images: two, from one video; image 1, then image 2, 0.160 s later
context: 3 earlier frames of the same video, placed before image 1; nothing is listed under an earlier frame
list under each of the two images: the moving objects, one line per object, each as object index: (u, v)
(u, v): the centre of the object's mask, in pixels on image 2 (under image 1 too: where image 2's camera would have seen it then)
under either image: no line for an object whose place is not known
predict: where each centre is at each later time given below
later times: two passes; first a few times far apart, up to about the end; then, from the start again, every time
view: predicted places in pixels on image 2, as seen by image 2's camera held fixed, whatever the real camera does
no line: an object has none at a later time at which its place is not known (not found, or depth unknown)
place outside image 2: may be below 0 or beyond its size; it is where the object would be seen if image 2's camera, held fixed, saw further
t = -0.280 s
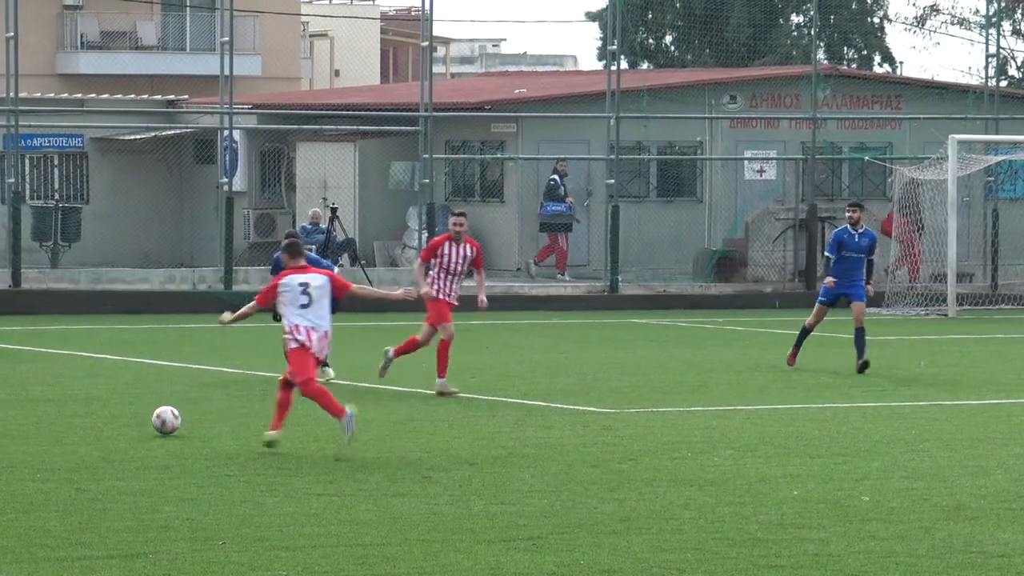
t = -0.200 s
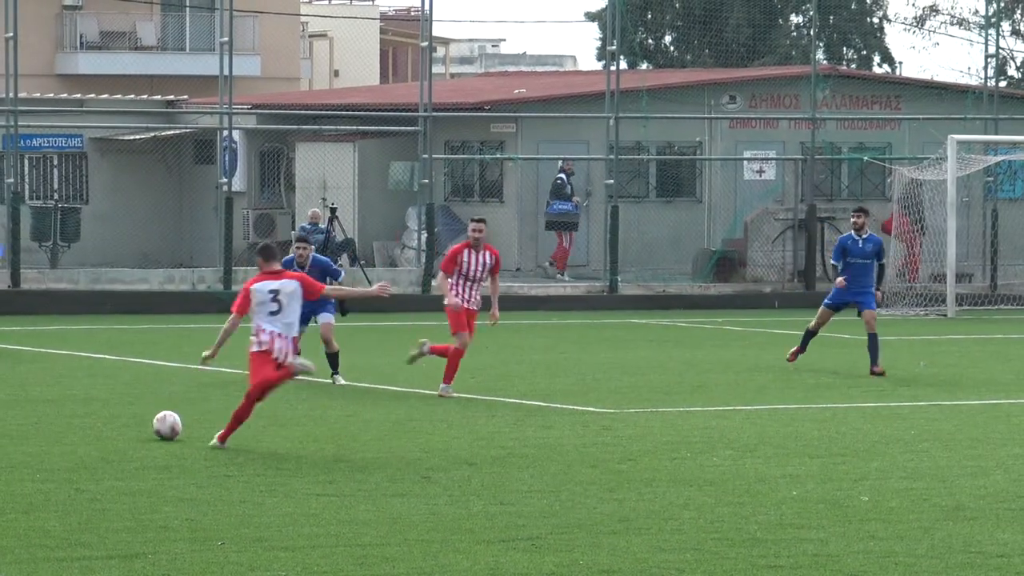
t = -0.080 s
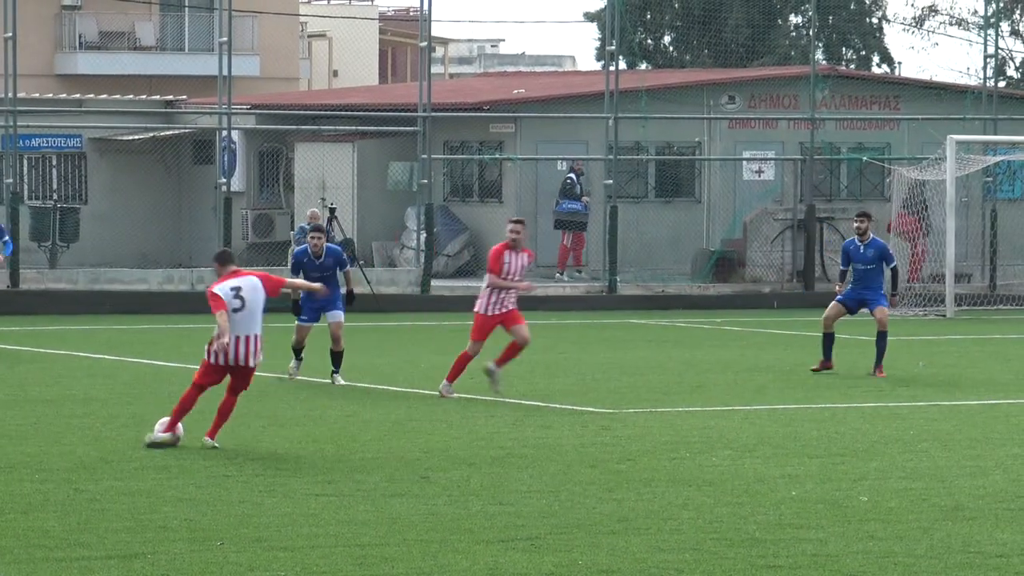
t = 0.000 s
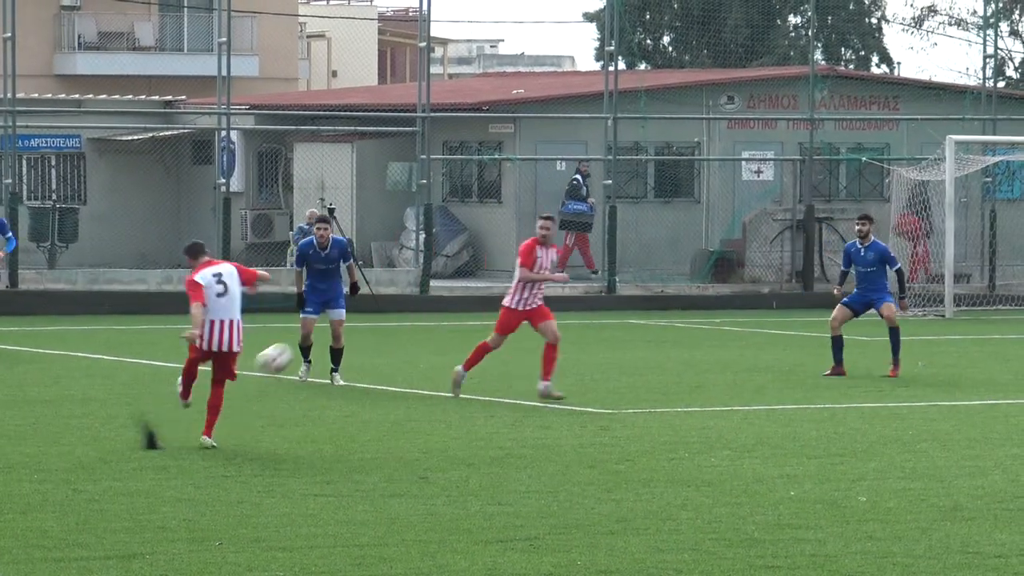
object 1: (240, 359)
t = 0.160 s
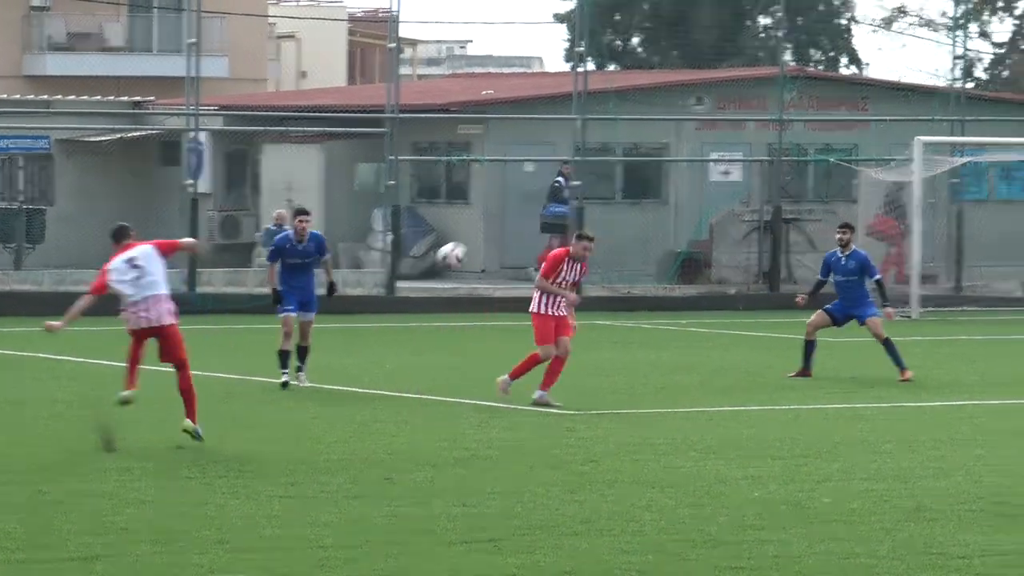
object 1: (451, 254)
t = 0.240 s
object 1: (547, 224)
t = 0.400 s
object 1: (716, 193)
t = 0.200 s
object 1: (500, 237)
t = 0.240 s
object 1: (547, 224)
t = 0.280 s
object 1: (591, 212)
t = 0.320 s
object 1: (634, 204)
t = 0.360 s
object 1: (676, 197)
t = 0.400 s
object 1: (716, 193)
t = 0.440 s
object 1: (755, 190)
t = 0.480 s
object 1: (793, 190)
